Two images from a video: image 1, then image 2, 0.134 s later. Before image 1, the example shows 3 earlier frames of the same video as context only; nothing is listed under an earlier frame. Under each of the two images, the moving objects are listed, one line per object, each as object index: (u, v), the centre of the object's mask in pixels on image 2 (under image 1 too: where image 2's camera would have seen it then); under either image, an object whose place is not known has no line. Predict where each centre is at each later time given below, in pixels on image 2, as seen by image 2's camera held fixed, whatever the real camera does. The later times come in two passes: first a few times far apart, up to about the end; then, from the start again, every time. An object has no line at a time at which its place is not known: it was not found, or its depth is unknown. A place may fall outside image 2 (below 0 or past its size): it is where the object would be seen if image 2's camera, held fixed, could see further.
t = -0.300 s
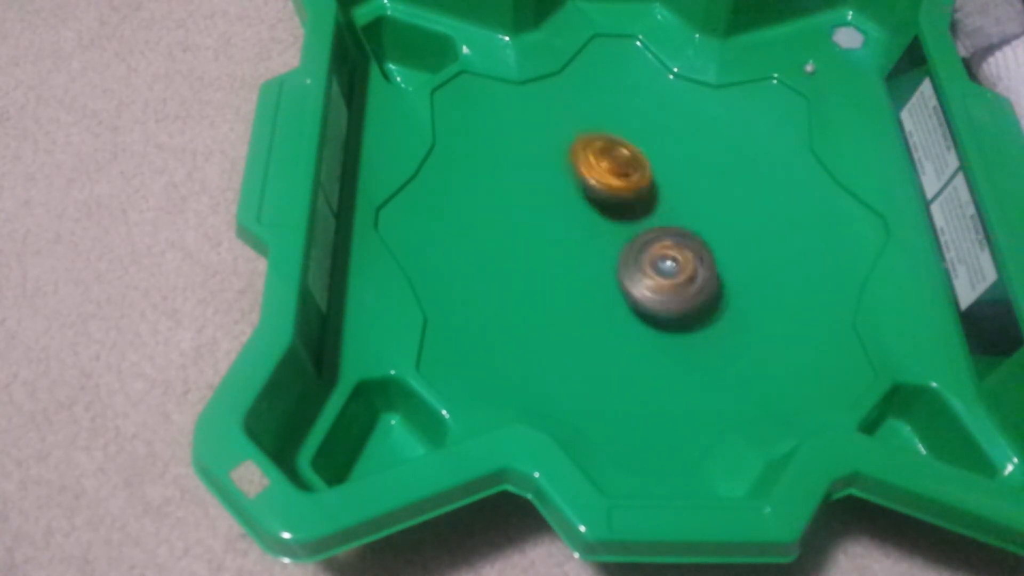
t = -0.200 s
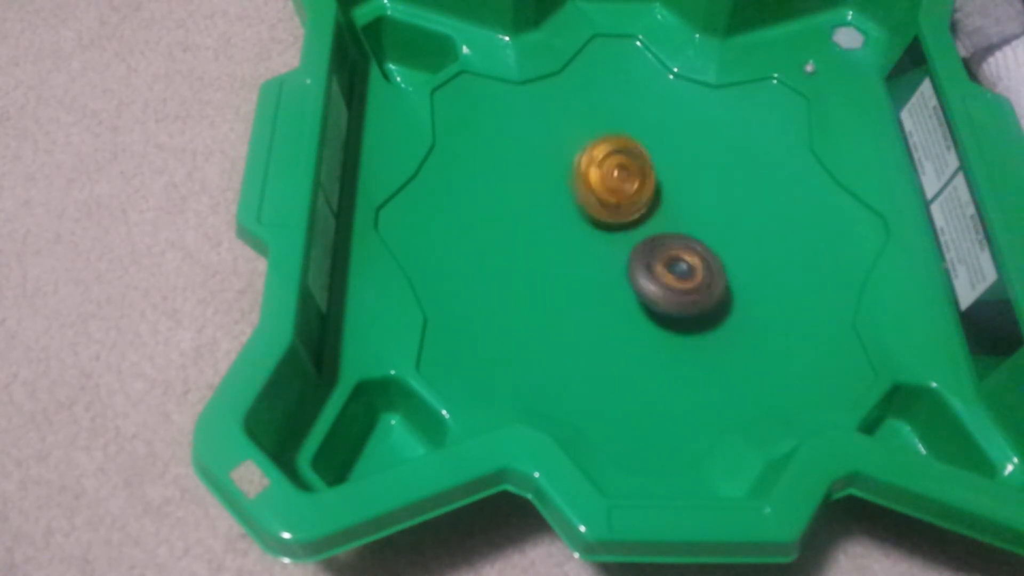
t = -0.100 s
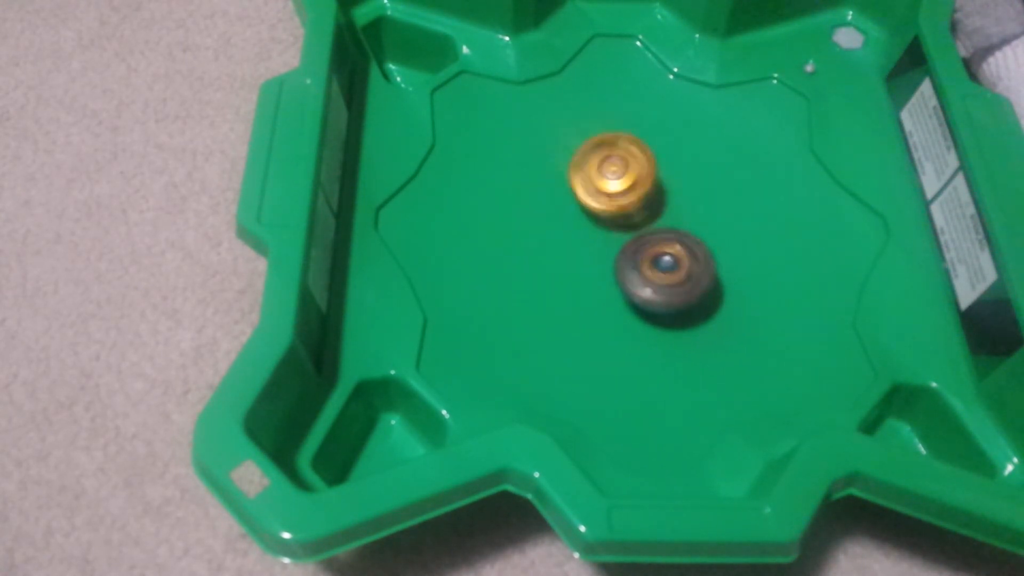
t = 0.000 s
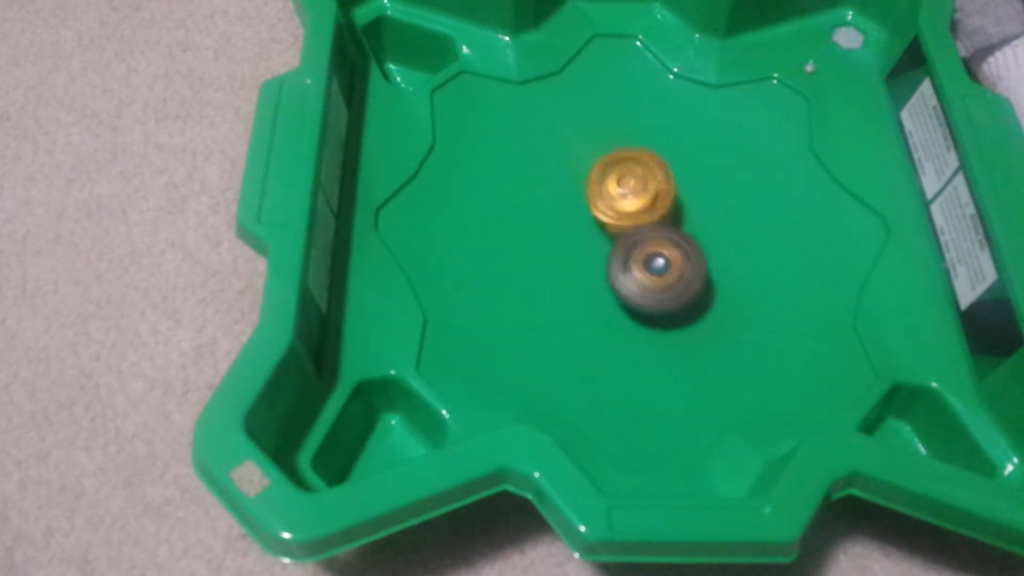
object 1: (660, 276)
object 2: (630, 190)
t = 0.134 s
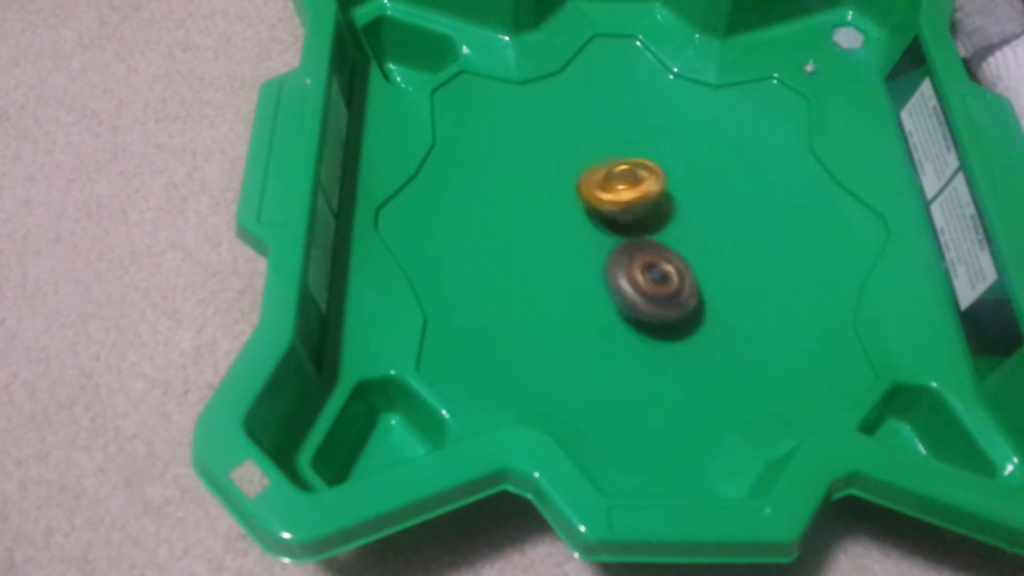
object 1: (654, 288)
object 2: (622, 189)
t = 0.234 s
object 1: (653, 295)
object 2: (638, 197)
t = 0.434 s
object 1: (646, 287)
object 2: (614, 207)
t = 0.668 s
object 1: (622, 274)
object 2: (640, 199)
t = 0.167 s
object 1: (653, 292)
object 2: (627, 189)
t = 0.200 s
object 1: (653, 294)
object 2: (632, 191)
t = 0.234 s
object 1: (653, 295)
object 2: (638, 197)
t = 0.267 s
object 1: (653, 295)
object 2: (642, 200)
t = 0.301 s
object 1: (651, 294)
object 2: (641, 203)
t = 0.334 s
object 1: (650, 293)
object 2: (637, 208)
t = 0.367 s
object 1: (649, 292)
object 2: (628, 212)
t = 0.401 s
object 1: (649, 290)
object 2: (618, 212)
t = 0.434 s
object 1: (646, 287)
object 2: (614, 207)
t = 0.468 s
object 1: (645, 285)
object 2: (613, 203)
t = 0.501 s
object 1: (644, 281)
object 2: (615, 198)
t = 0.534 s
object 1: (640, 278)
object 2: (616, 197)
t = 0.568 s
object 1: (633, 277)
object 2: (618, 192)
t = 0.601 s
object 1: (629, 275)
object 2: (622, 190)
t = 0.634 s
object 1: (625, 274)
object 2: (629, 192)
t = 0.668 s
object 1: (622, 274)
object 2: (640, 199)
